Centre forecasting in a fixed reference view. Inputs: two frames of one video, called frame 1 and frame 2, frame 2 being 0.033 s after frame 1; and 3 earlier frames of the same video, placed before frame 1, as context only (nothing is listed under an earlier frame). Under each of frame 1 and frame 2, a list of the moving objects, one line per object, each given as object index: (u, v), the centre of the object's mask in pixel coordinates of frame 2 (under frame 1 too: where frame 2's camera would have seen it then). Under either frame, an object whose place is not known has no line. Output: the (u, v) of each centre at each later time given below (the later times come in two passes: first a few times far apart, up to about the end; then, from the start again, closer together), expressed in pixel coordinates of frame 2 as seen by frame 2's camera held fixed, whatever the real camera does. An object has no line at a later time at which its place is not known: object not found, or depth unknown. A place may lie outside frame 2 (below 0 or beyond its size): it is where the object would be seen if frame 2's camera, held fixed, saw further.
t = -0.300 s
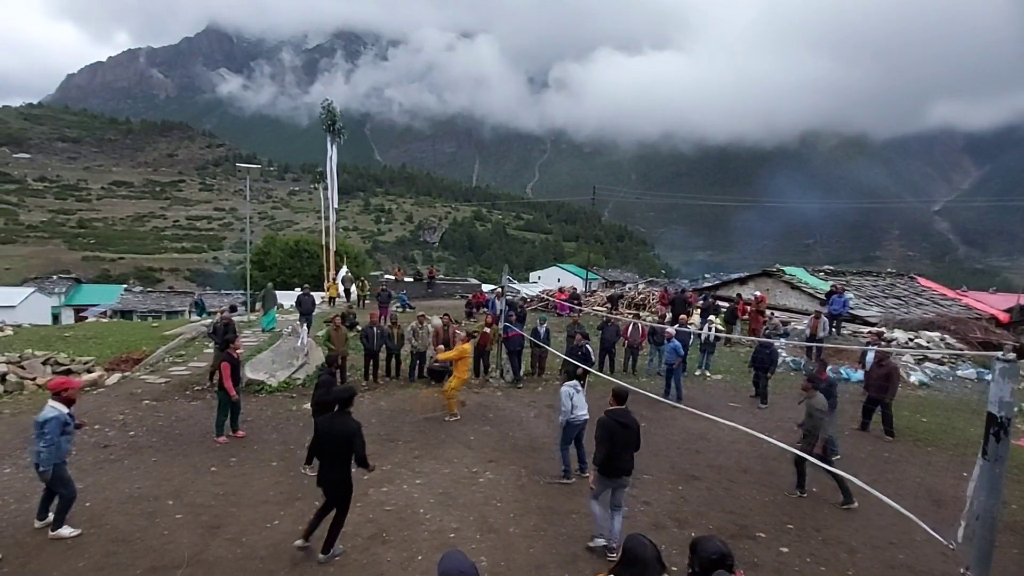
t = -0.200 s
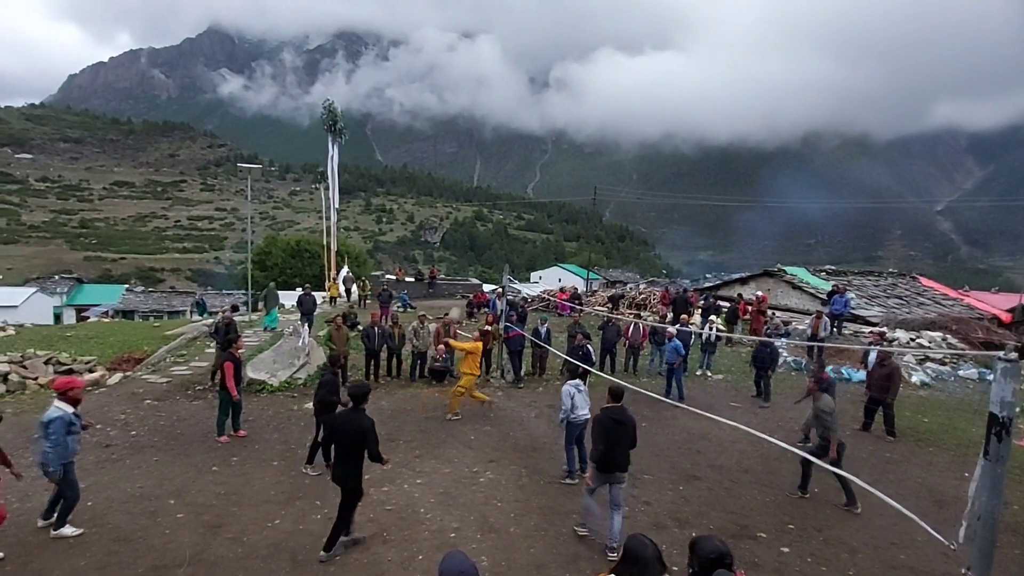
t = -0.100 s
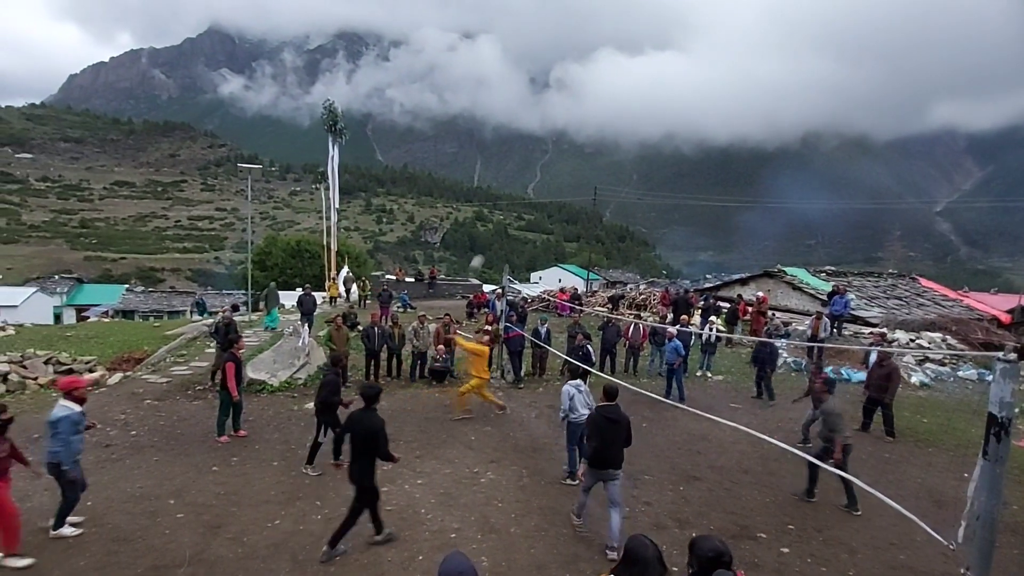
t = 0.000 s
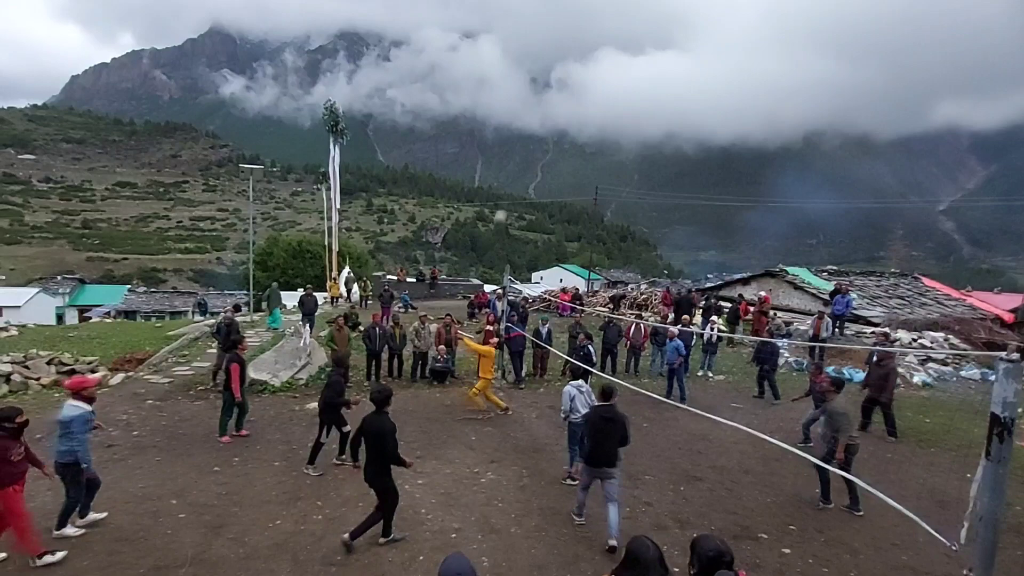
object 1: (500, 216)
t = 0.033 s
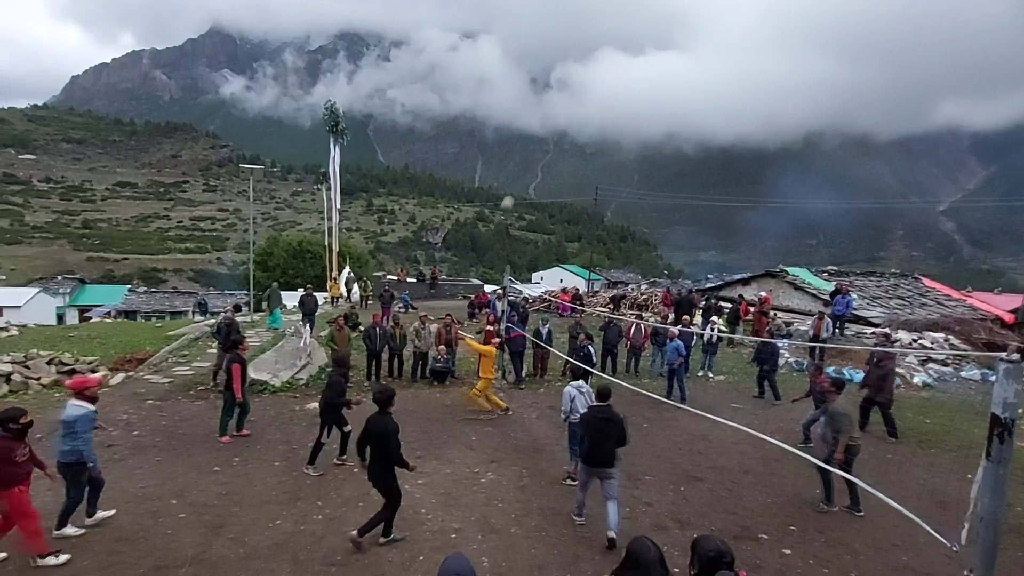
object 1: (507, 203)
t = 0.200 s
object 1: (543, 144)
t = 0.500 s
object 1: (603, 79)
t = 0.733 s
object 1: (645, 63)
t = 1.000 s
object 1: (688, 79)
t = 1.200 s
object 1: (715, 114)
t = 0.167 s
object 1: (536, 155)
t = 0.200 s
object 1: (543, 144)
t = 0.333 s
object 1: (570, 110)
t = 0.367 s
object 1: (577, 102)
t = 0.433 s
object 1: (590, 89)
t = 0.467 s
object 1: (596, 84)
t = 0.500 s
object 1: (603, 79)
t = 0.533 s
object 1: (609, 75)
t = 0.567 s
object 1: (615, 71)
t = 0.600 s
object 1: (621, 69)
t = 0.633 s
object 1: (627, 66)
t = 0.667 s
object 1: (633, 64)
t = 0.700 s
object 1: (639, 63)
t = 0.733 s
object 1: (645, 63)
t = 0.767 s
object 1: (650, 63)
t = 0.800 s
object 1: (656, 63)
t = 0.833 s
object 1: (661, 64)
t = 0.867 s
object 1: (667, 66)
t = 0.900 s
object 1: (672, 68)
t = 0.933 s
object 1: (678, 71)
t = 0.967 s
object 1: (683, 75)
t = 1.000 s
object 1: (688, 79)
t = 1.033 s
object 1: (693, 83)
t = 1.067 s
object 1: (697, 89)
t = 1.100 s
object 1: (702, 94)
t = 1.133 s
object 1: (707, 100)
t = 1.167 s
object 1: (711, 107)
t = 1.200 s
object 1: (715, 114)
